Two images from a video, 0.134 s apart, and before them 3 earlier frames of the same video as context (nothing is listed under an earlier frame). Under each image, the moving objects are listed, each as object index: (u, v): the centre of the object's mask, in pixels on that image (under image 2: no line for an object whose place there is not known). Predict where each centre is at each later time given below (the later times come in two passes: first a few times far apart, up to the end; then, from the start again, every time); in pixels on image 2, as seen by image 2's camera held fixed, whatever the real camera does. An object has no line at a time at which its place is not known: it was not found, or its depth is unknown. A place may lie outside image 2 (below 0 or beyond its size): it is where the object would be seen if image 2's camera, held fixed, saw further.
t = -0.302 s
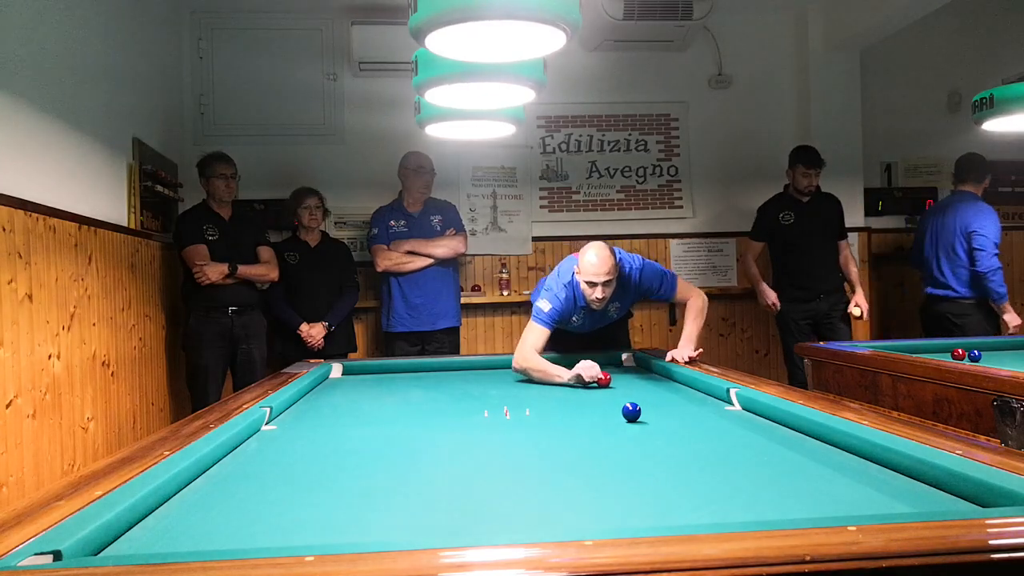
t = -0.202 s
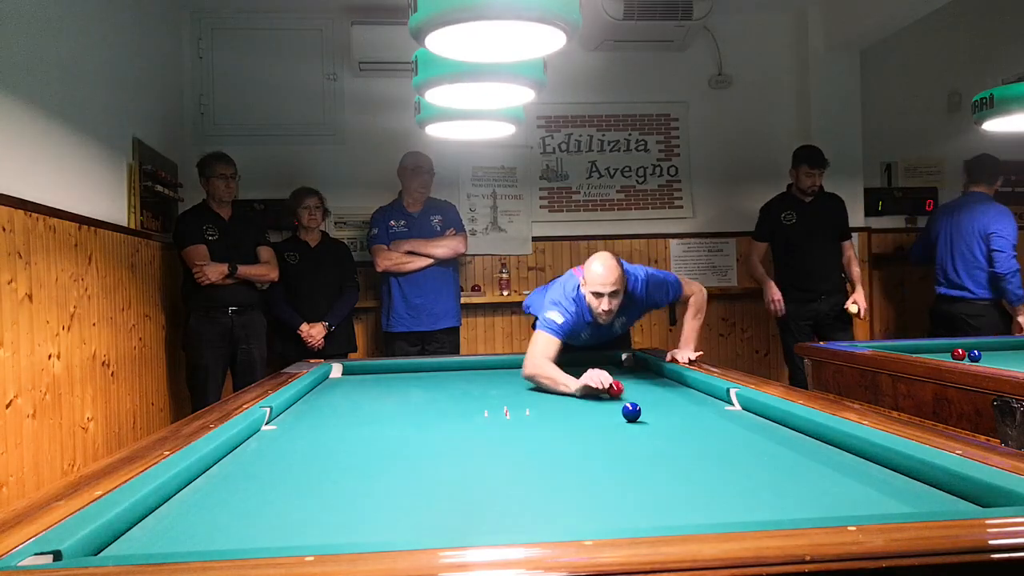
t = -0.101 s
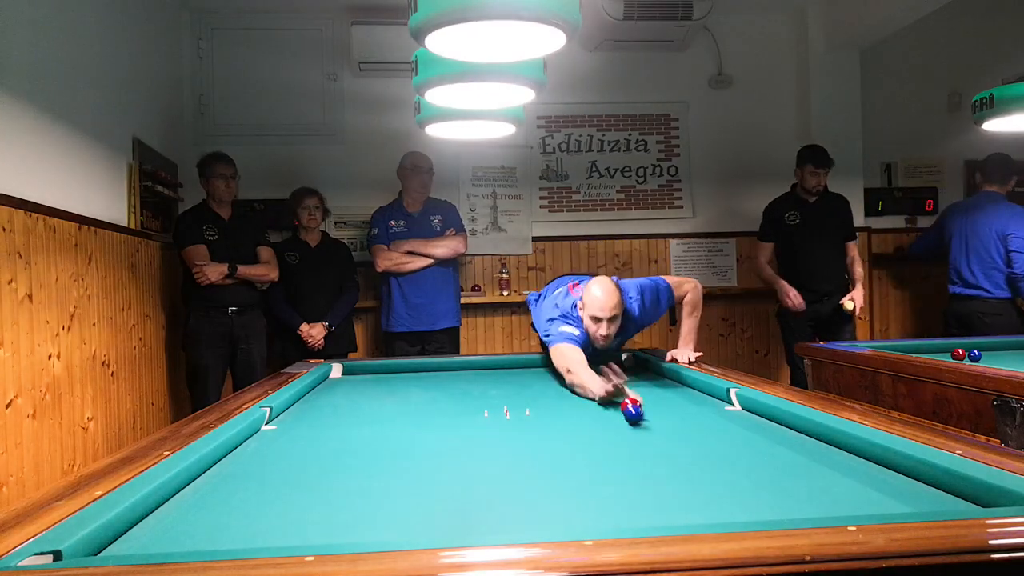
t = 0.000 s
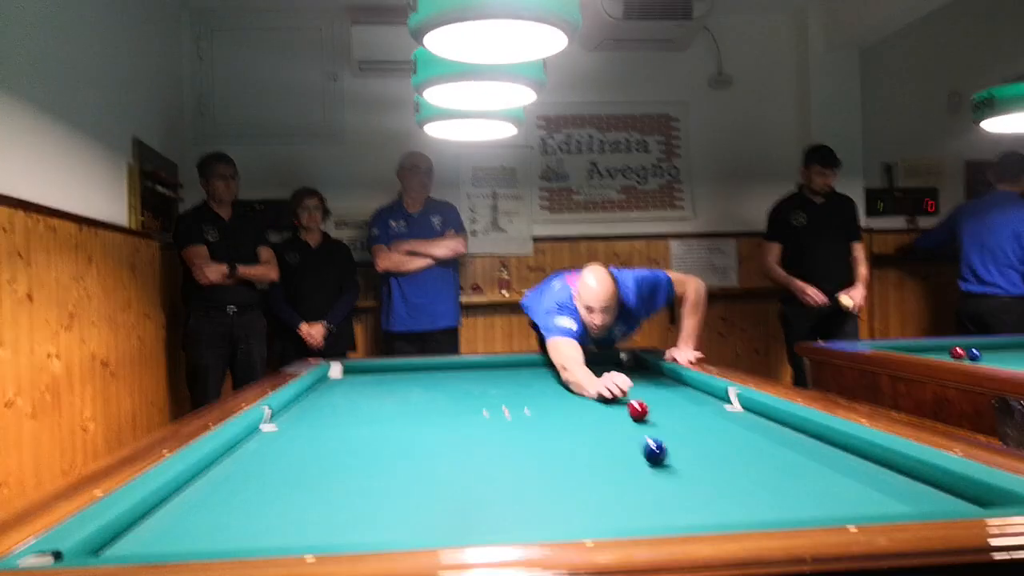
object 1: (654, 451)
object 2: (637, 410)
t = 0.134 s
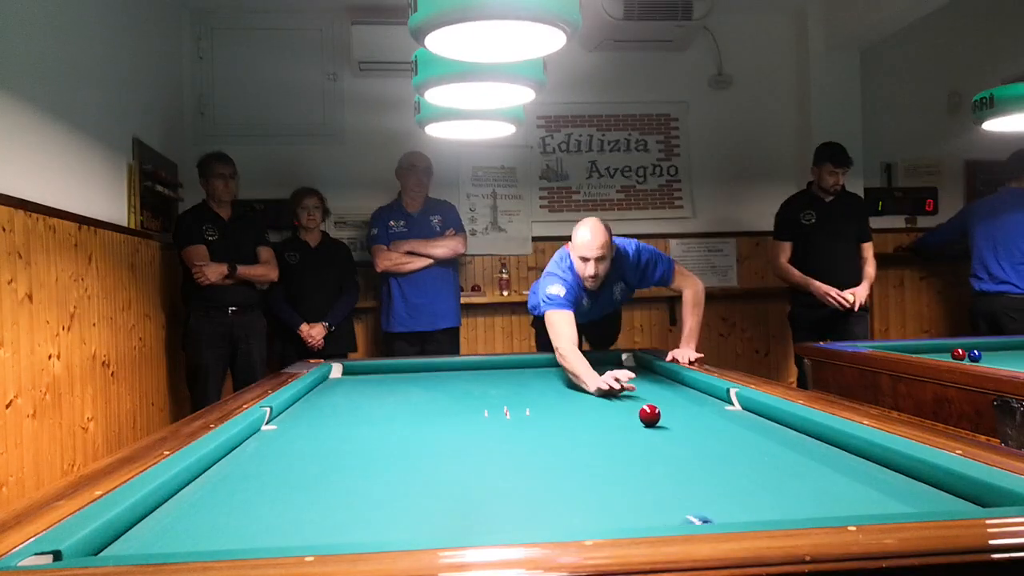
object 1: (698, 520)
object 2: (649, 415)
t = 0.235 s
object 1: (627, 480)
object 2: (657, 418)
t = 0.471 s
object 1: (543, 416)
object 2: (678, 425)
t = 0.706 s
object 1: (505, 387)
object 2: (699, 432)
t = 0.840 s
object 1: (491, 376)
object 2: (713, 437)
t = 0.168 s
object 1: (671, 511)
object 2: (652, 416)
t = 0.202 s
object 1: (648, 496)
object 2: (655, 417)
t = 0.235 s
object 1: (627, 480)
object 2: (657, 418)
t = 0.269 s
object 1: (609, 467)
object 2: (660, 419)
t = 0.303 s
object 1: (594, 455)
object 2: (663, 420)
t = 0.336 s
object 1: (581, 445)
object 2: (666, 421)
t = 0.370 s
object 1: (570, 436)
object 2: (669, 422)
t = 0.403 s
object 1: (560, 429)
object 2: (672, 423)
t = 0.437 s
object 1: (551, 422)
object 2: (675, 424)
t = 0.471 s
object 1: (543, 416)
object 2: (678, 425)
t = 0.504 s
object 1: (536, 411)
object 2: (681, 426)
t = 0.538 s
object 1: (529, 406)
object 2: (684, 427)
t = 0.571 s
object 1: (524, 401)
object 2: (687, 428)
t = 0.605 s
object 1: (518, 397)
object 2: (690, 429)
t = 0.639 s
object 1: (513, 394)
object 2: (693, 430)
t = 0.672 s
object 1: (509, 390)
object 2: (696, 432)
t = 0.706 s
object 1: (505, 387)
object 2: (699, 432)
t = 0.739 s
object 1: (501, 384)
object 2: (703, 434)
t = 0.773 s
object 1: (497, 381)
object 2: (706, 435)
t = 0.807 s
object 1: (494, 379)
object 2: (709, 436)
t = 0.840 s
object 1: (491, 376)
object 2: (713, 437)
